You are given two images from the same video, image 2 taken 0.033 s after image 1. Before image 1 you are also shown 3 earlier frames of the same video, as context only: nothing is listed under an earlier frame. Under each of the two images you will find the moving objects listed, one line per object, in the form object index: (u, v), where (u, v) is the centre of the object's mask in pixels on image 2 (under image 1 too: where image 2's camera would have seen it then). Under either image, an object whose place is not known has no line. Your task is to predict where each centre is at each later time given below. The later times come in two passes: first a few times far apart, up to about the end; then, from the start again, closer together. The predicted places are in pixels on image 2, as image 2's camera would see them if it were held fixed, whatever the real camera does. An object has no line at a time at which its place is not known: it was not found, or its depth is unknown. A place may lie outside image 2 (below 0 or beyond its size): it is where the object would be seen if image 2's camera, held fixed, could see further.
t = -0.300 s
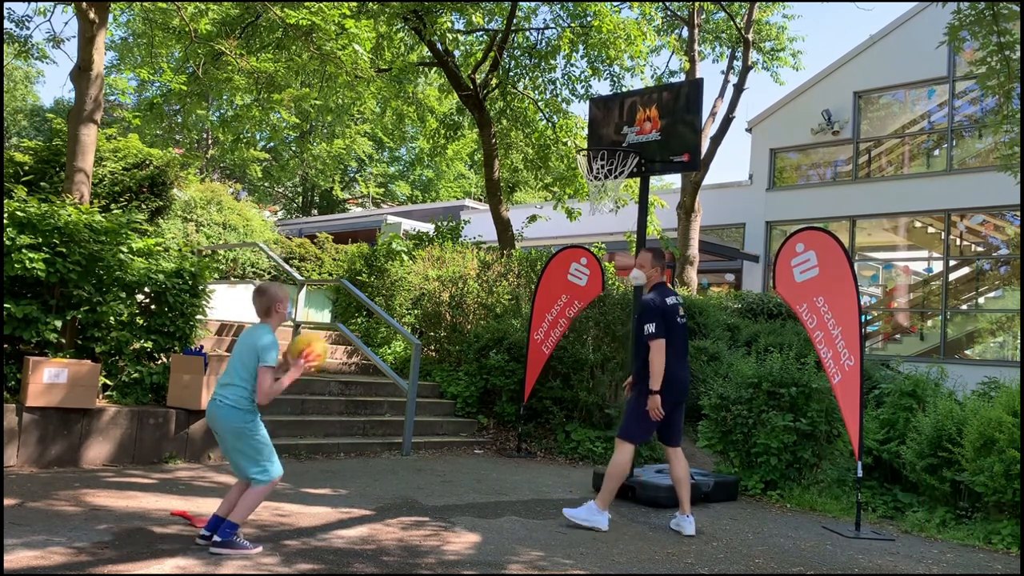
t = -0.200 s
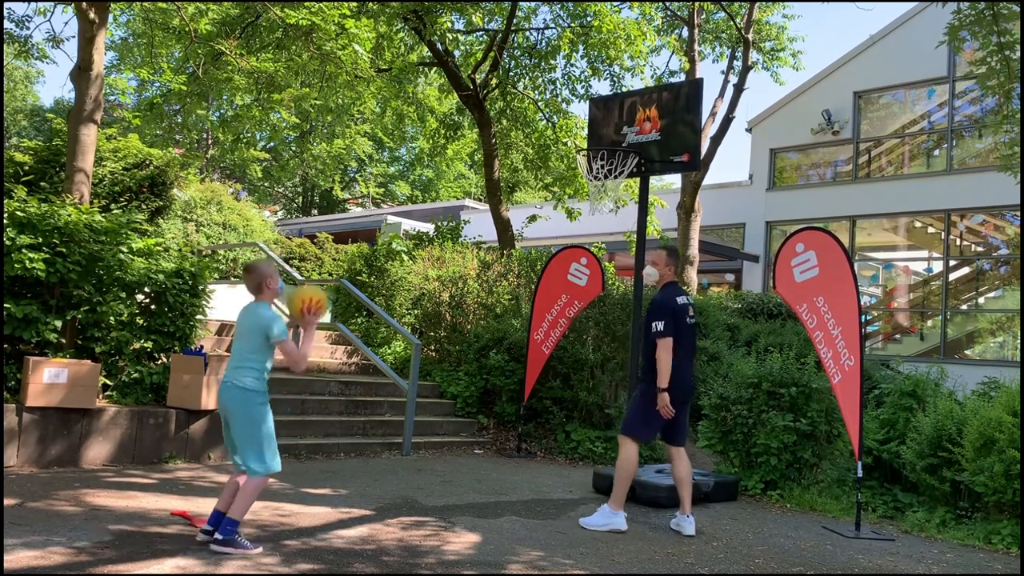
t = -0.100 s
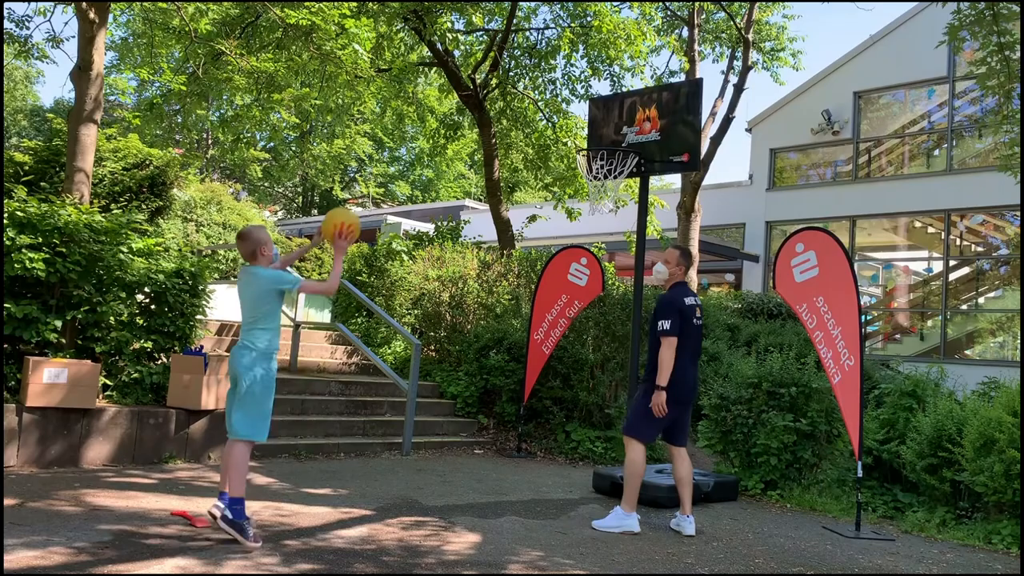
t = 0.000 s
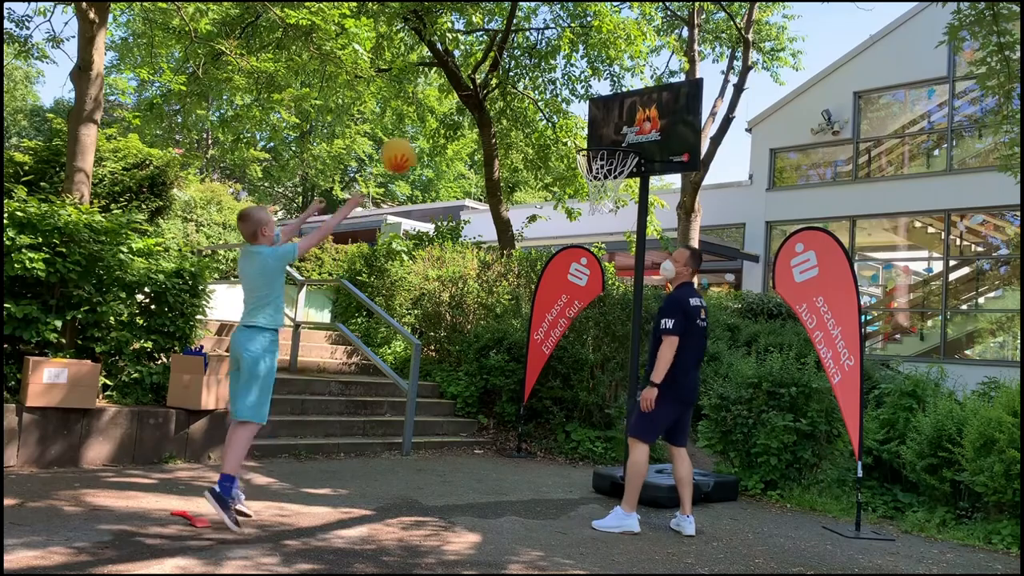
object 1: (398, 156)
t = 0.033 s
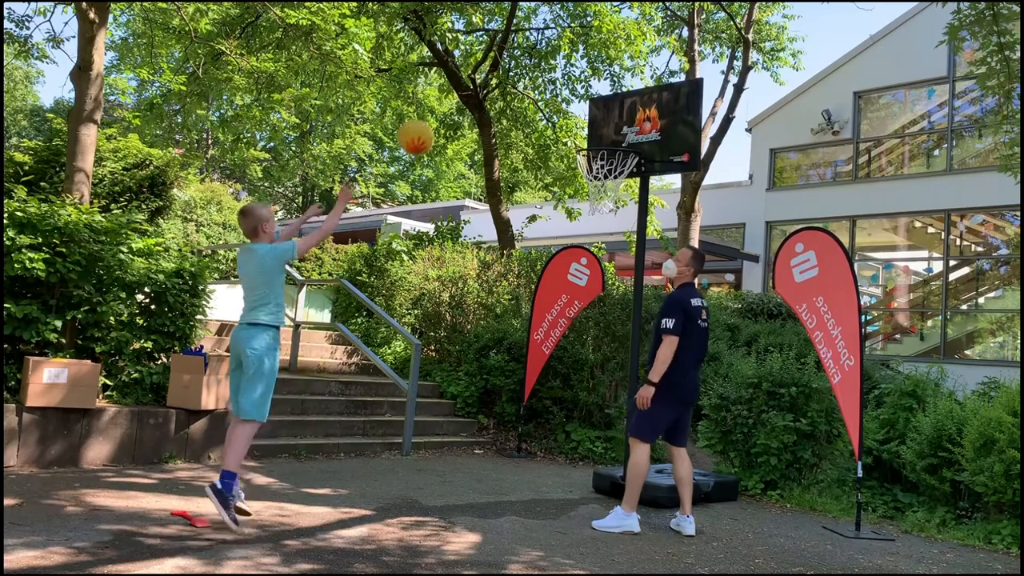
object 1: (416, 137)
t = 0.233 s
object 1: (506, 74)
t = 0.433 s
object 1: (577, 77)
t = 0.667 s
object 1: (640, 139)
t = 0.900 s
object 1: (645, 98)
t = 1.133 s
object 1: (622, 118)
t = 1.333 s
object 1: (604, 151)
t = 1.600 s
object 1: (618, 178)
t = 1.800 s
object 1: (615, 202)
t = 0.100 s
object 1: (449, 108)
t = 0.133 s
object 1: (464, 96)
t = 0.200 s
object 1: (493, 80)
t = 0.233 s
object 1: (506, 74)
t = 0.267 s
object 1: (519, 71)
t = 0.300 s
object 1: (532, 68)
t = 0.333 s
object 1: (543, 68)
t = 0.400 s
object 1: (566, 72)
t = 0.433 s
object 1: (577, 77)
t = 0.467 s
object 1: (588, 83)
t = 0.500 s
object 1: (597, 89)
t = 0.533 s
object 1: (607, 98)
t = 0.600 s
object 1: (624, 118)
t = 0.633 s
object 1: (633, 130)
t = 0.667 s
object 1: (640, 139)
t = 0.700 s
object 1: (643, 130)
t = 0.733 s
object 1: (646, 121)
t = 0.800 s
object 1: (651, 111)
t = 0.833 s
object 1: (650, 103)
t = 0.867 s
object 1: (648, 100)
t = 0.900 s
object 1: (645, 98)
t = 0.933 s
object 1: (643, 97)
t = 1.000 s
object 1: (637, 98)
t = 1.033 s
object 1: (634, 101)
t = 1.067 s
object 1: (630, 105)
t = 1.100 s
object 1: (627, 111)
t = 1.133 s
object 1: (622, 118)
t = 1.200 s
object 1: (616, 136)
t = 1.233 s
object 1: (613, 139)
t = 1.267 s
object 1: (610, 143)
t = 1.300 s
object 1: (607, 146)
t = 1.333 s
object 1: (604, 151)
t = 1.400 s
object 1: (603, 155)
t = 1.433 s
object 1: (605, 157)
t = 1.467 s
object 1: (608, 160)
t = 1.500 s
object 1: (611, 164)
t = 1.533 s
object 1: (614, 170)
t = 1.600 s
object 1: (618, 178)
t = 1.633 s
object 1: (619, 182)
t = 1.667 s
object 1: (618, 185)
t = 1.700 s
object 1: (618, 187)
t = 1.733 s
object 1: (618, 191)
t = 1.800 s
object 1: (615, 202)
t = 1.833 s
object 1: (614, 211)
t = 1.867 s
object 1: (612, 220)
